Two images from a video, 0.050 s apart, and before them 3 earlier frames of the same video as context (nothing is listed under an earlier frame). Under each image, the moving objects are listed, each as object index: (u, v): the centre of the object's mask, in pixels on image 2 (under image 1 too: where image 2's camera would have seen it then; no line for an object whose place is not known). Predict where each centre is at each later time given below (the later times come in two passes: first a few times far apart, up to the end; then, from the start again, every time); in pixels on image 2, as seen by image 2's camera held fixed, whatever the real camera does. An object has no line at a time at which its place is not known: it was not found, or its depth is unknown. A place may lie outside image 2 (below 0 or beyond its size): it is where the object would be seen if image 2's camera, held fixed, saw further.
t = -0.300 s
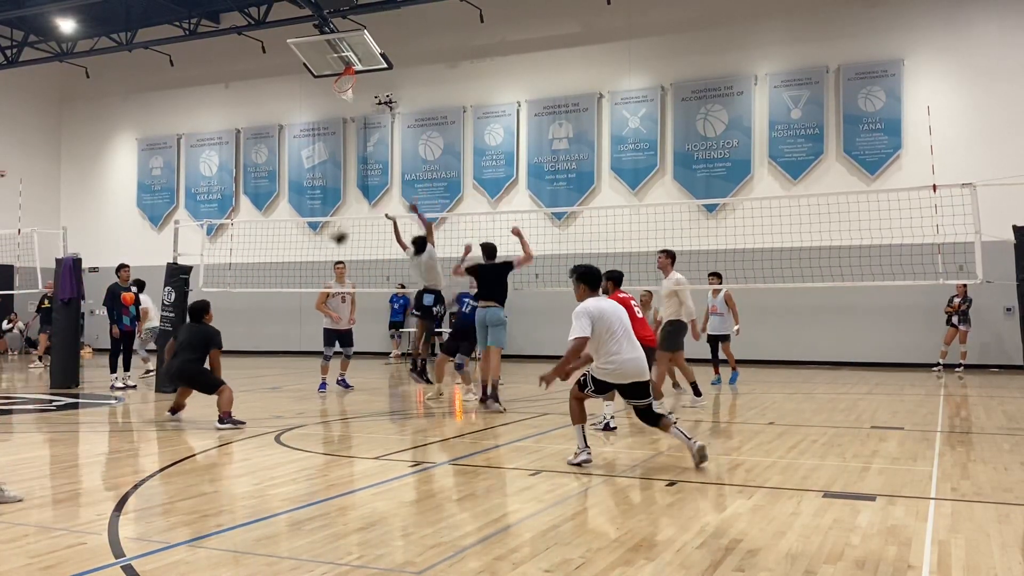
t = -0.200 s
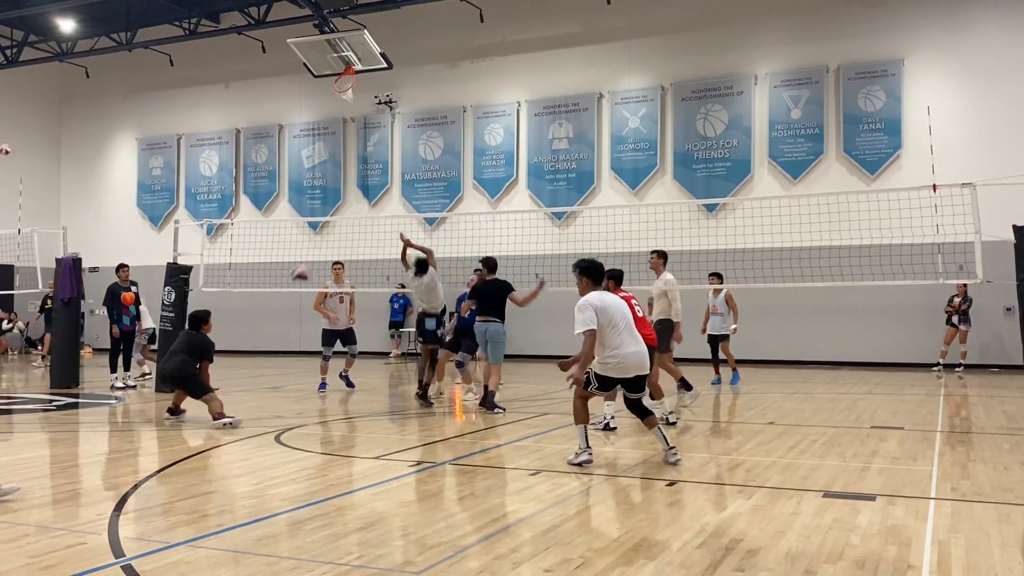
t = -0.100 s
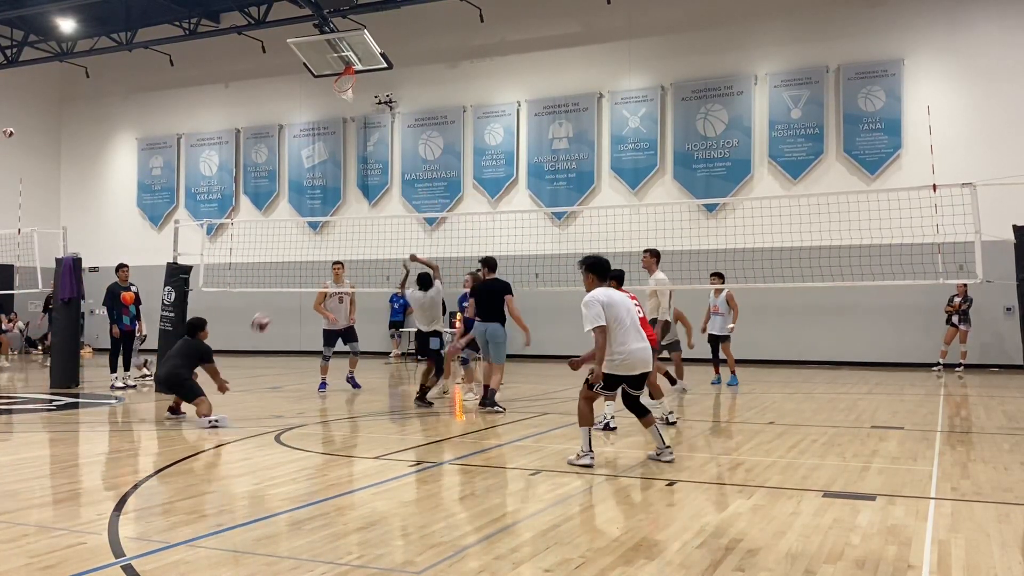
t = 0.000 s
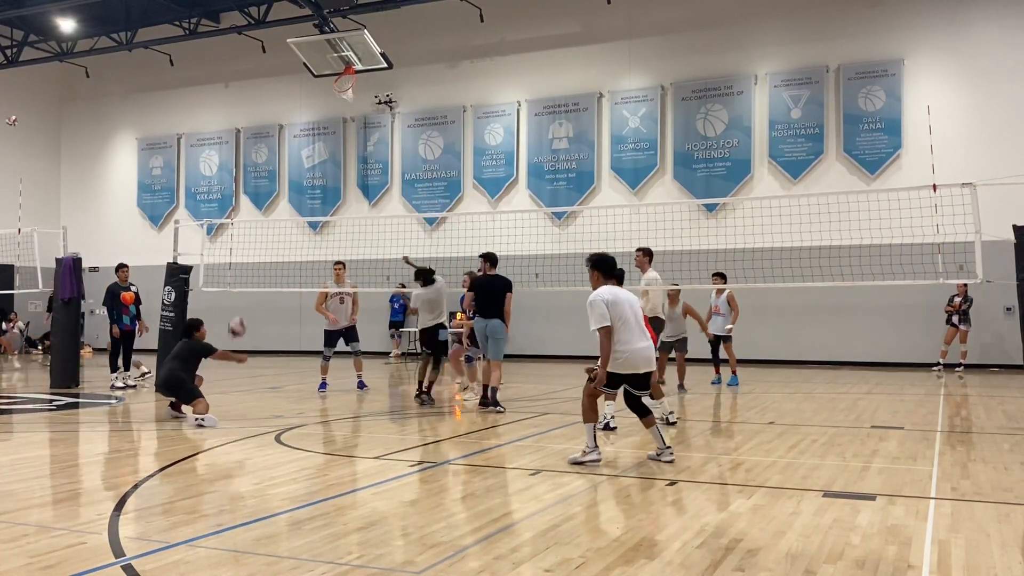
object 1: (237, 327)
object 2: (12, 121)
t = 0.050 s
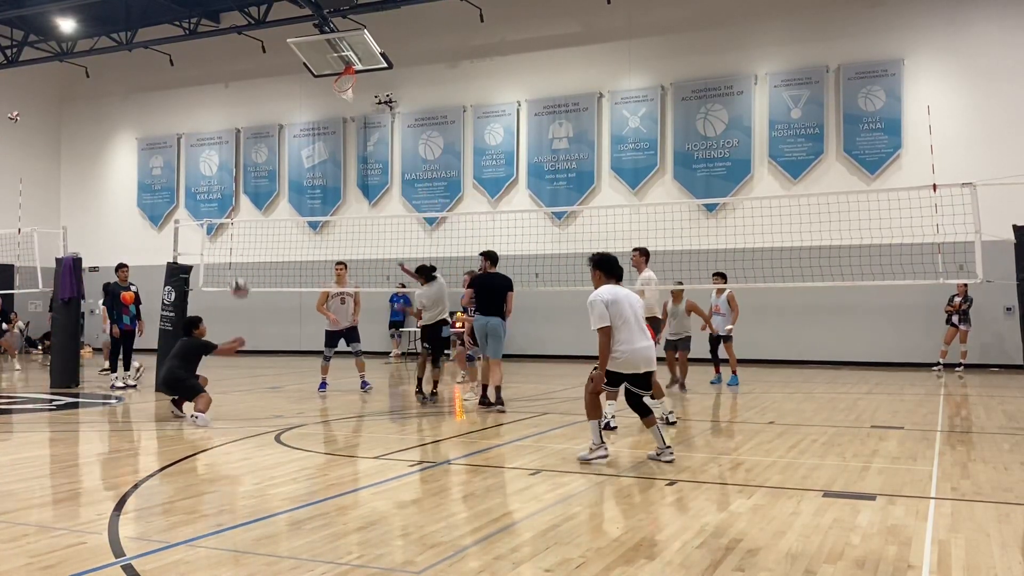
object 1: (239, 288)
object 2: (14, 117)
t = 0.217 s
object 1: (248, 174)
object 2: (20, 112)
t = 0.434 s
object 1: (259, 67)
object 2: (27, 126)
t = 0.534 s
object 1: (262, 32)
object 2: (31, 141)
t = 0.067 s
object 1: (242, 276)
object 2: (14, 116)
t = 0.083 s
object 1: (242, 263)
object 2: (15, 115)
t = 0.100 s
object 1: (243, 251)
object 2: (15, 114)
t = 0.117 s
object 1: (244, 239)
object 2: (16, 113)
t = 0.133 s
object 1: (245, 229)
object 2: (16, 113)
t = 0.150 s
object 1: (246, 217)
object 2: (17, 112)
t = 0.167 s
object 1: (247, 205)
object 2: (18, 112)
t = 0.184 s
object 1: (249, 195)
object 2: (19, 111)
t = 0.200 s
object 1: (248, 185)
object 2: (19, 111)
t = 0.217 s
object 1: (248, 174)
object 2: (20, 112)
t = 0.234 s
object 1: (250, 164)
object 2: (20, 112)
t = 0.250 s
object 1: (251, 154)
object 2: (21, 112)
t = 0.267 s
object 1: (252, 145)
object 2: (21, 113)
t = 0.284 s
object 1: (252, 136)
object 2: (22, 114)
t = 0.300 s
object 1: (254, 127)
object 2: (23, 115)
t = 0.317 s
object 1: (254, 119)
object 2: (23, 115)
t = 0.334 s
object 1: (254, 111)
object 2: (24, 116)
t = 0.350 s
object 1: (255, 103)
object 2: (25, 118)
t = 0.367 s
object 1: (256, 95)
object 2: (25, 119)
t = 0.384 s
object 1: (257, 88)
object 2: (26, 121)
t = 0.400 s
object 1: (258, 80)
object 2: (26, 123)
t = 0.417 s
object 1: (259, 73)
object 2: (27, 124)
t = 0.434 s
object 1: (259, 67)
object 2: (27, 126)
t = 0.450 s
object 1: (260, 60)
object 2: (28, 129)
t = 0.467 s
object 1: (261, 54)
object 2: (29, 131)
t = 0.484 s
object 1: (262, 49)
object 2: (29, 134)
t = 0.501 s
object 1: (261, 43)
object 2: (30, 136)
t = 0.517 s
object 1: (262, 38)
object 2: (30, 139)
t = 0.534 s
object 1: (262, 32)
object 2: (31, 141)
